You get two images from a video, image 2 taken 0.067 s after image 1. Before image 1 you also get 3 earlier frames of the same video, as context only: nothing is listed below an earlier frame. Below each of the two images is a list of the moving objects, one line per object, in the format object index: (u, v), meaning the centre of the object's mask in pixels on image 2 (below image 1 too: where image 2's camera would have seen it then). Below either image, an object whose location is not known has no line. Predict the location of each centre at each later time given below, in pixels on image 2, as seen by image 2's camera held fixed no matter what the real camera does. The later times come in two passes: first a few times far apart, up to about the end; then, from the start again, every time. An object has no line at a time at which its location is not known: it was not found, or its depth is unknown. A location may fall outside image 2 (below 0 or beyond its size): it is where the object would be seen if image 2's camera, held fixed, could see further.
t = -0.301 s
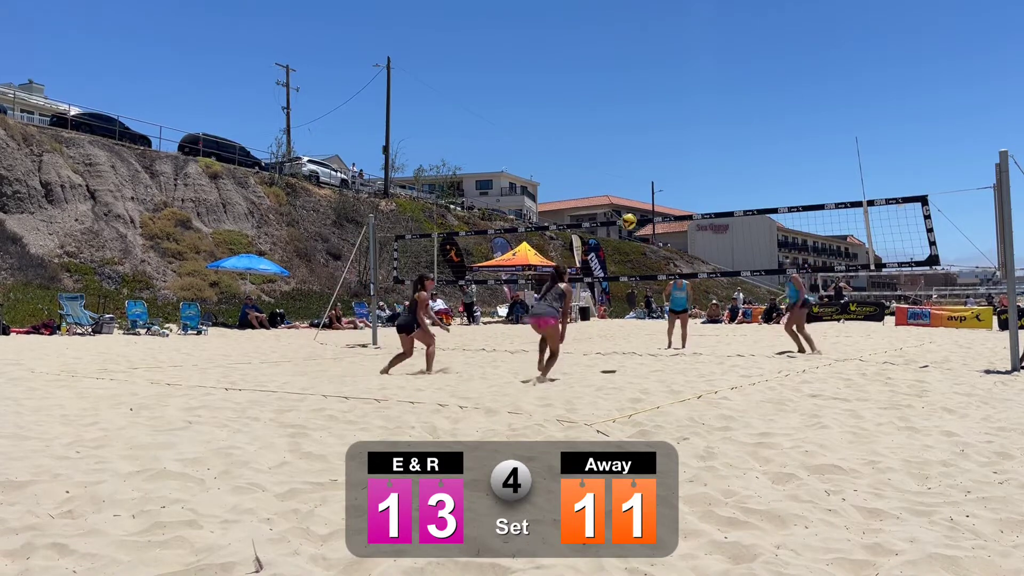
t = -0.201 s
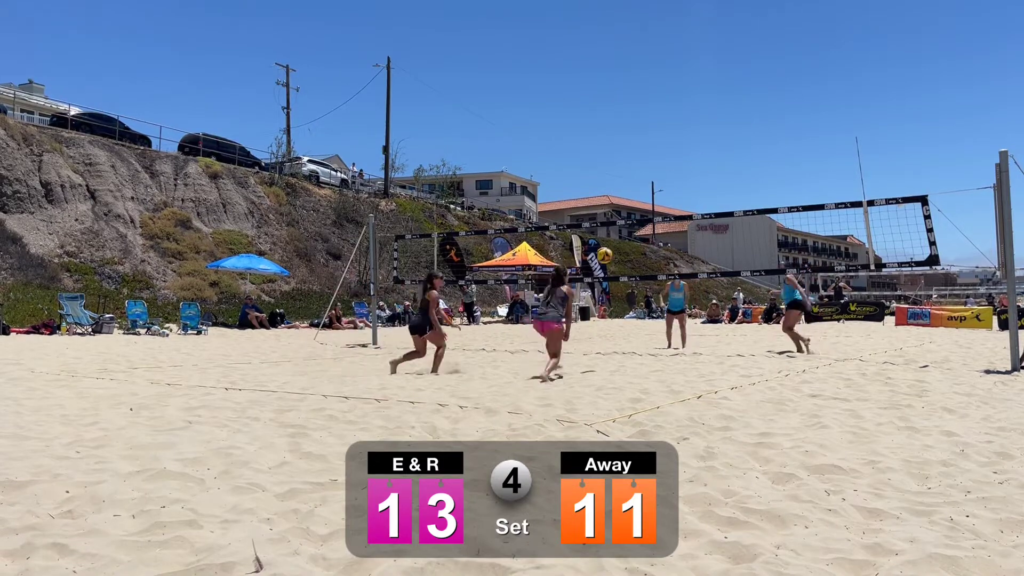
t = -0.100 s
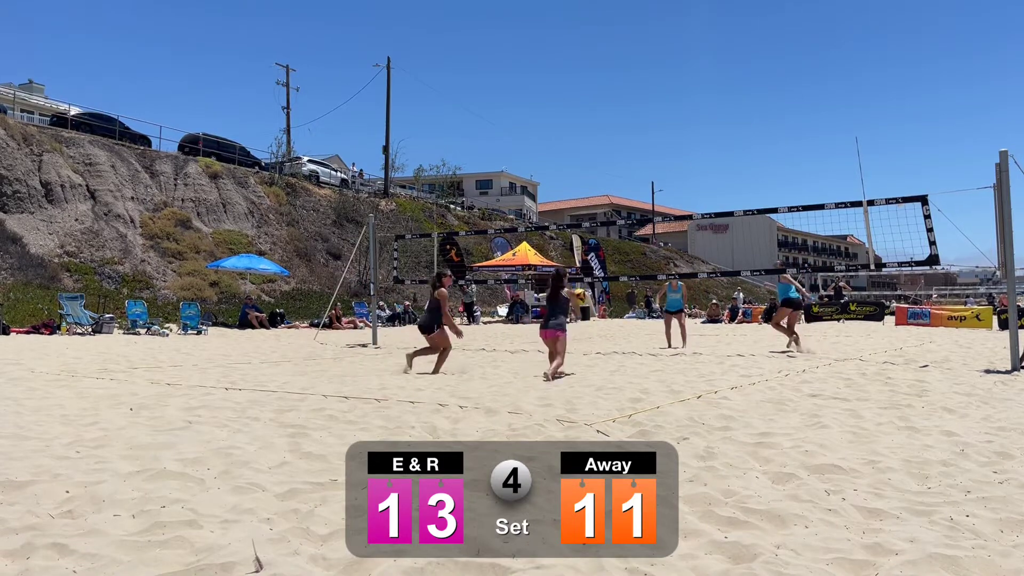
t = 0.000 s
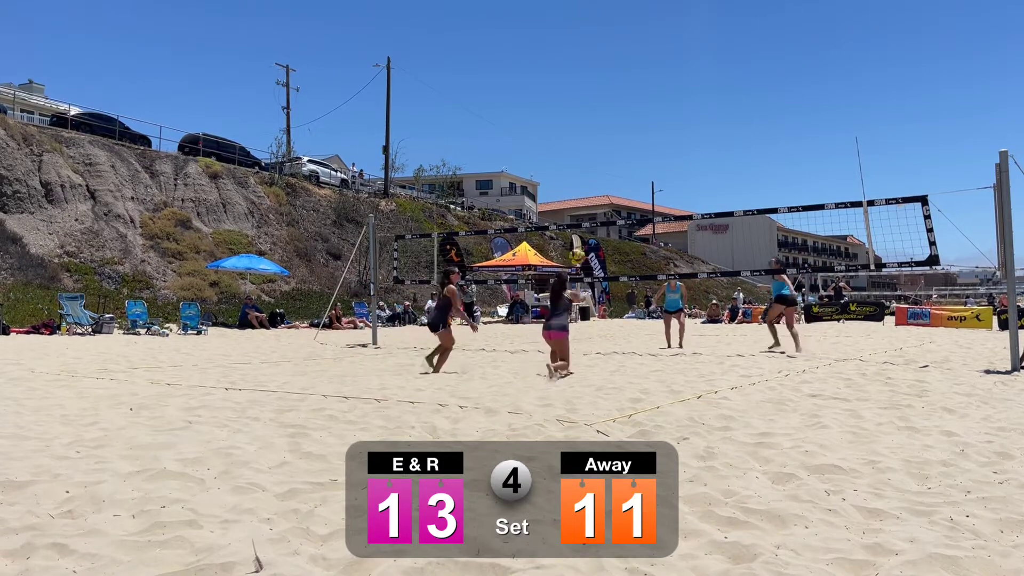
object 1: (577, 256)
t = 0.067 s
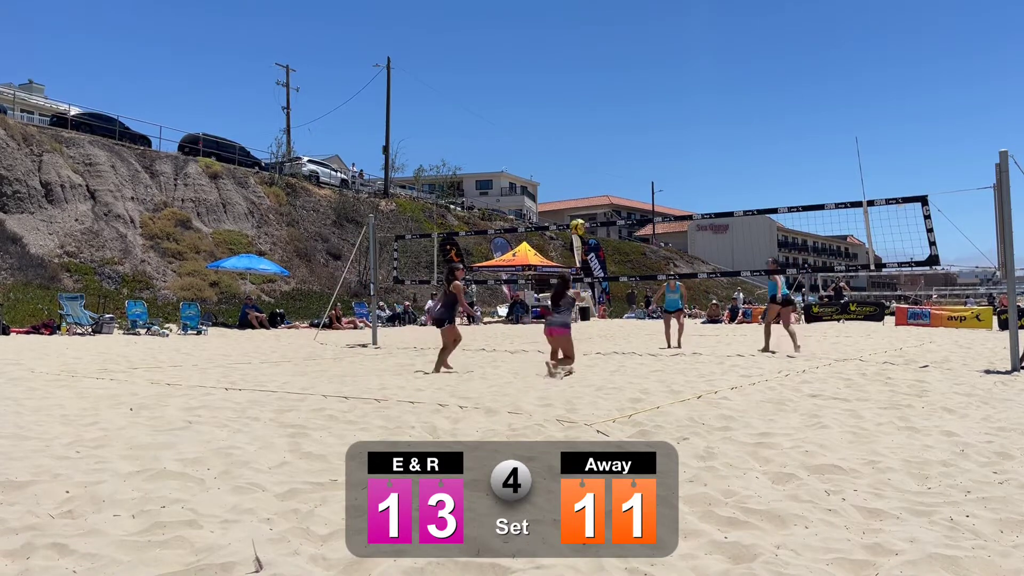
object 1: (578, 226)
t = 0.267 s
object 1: (579, 158)
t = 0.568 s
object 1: (580, 110)
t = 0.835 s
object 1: (580, 118)
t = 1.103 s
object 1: (580, 168)
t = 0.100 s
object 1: (578, 213)
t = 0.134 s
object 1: (579, 200)
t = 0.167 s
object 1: (579, 188)
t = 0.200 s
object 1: (579, 177)
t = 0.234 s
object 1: (579, 167)
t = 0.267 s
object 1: (579, 158)
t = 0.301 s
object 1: (579, 150)
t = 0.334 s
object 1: (580, 142)
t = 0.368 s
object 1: (580, 135)
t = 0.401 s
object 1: (580, 129)
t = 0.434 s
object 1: (580, 124)
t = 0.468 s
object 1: (580, 119)
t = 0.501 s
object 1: (579, 116)
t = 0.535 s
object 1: (580, 113)
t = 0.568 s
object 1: (580, 110)
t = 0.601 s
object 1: (580, 109)
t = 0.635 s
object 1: (580, 109)
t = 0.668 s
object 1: (580, 109)
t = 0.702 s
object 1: (580, 109)
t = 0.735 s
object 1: (580, 110)
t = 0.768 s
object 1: (579, 112)
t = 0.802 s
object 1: (580, 115)
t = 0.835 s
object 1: (580, 118)
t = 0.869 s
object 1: (580, 122)
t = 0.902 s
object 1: (580, 127)
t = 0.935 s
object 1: (579, 132)
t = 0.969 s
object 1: (580, 138)
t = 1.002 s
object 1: (580, 145)
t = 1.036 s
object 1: (580, 152)
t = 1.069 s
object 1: (579, 160)
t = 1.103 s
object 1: (580, 168)
